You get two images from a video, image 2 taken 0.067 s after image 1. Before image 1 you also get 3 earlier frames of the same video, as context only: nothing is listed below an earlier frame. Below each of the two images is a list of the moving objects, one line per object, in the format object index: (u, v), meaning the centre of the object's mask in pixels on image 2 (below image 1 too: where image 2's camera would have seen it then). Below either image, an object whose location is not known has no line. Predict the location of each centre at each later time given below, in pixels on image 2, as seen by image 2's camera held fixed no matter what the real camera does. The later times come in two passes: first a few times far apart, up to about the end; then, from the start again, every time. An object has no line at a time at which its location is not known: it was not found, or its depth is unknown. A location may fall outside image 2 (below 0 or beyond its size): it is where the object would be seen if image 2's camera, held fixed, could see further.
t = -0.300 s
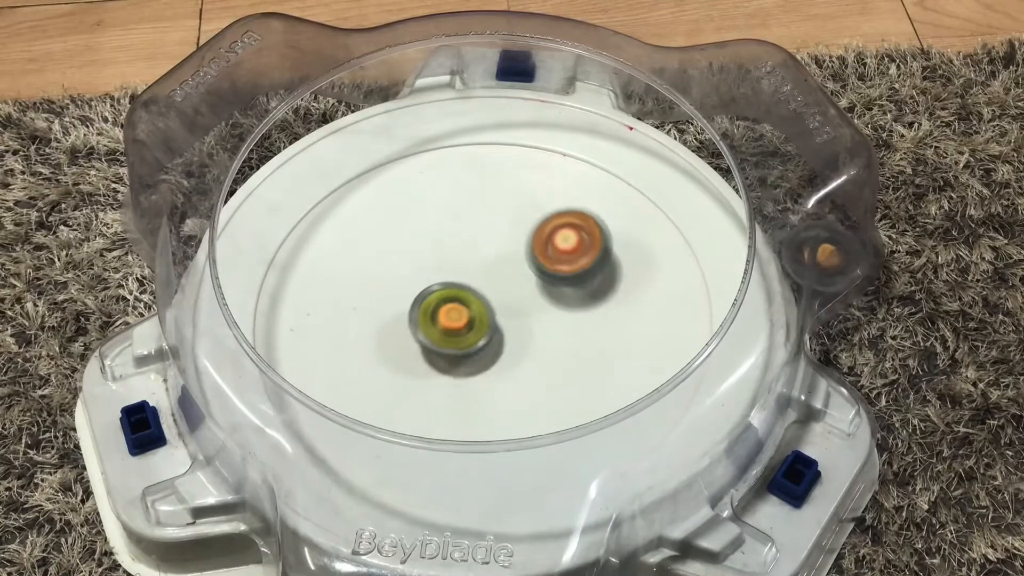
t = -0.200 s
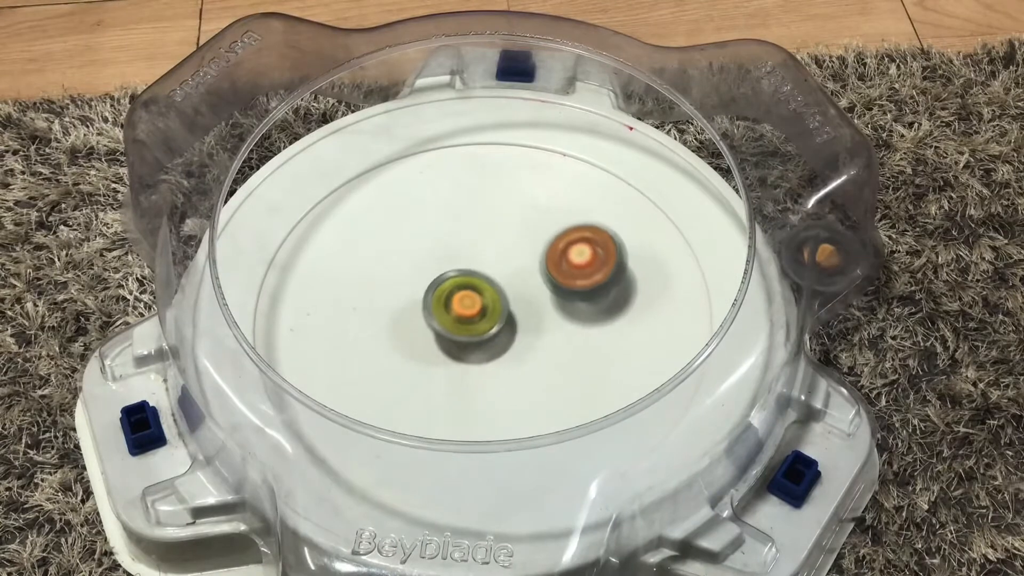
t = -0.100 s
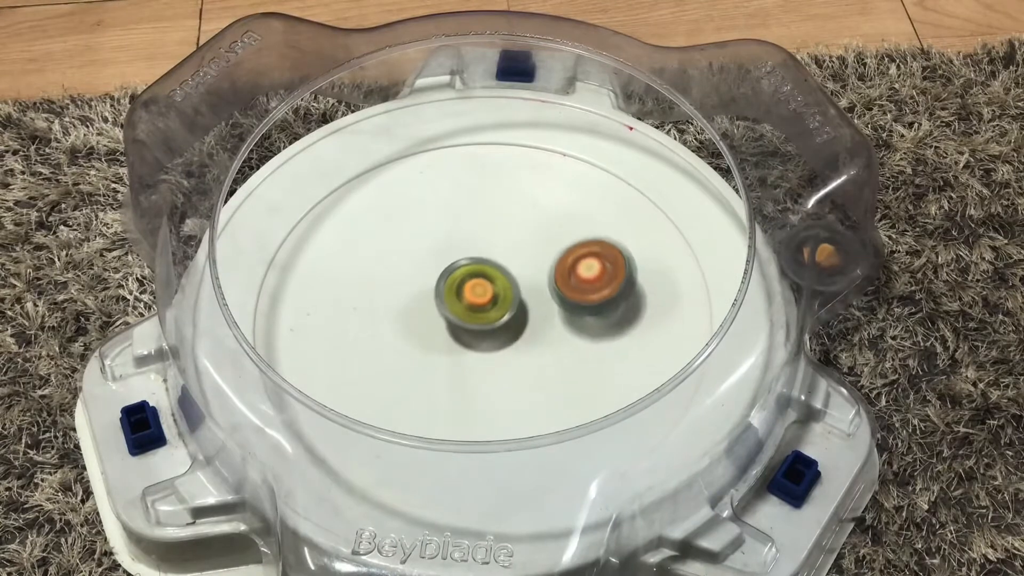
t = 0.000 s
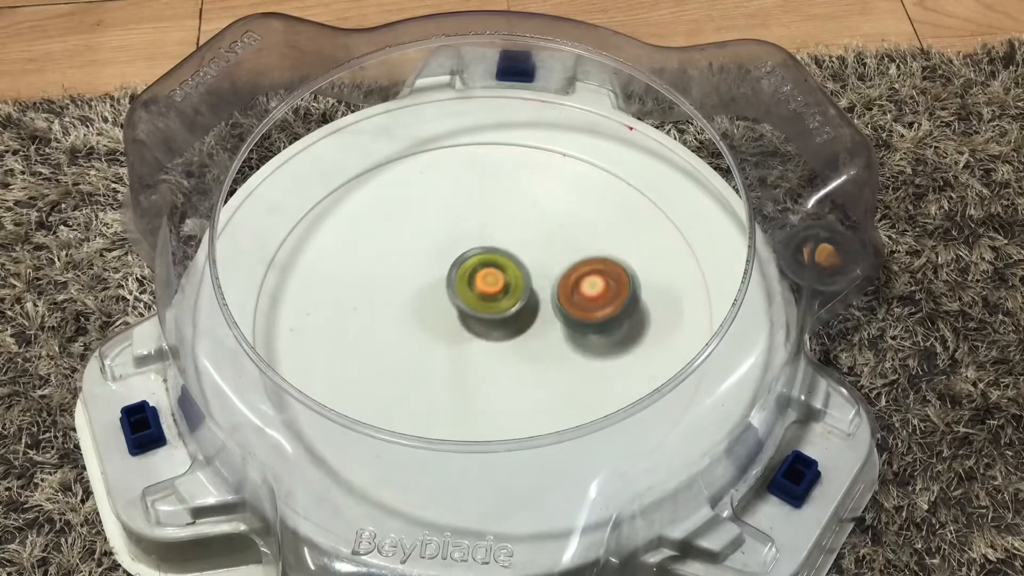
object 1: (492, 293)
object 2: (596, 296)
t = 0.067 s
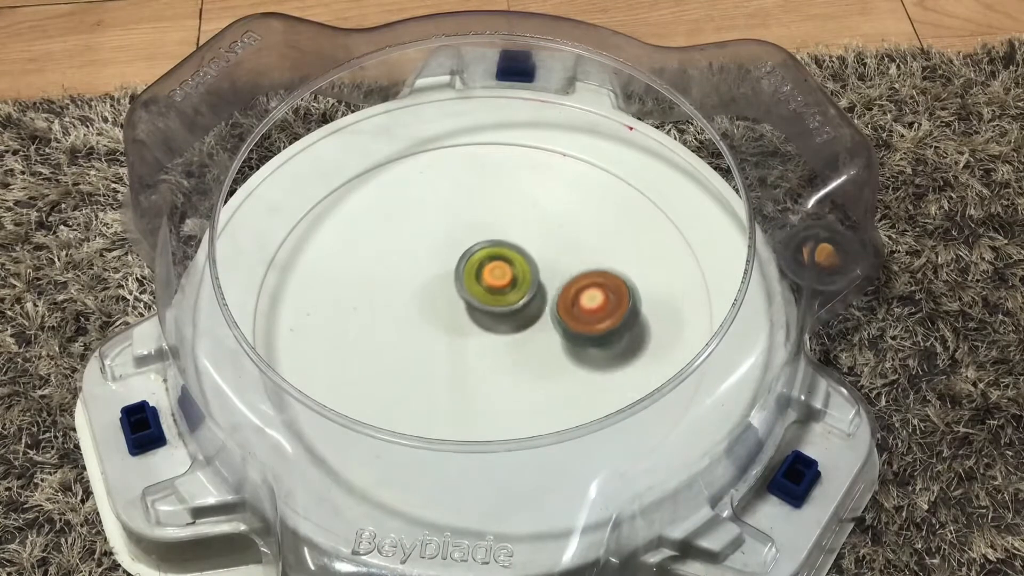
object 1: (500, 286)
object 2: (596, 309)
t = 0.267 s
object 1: (520, 269)
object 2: (599, 341)
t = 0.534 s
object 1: (540, 254)
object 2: (582, 356)
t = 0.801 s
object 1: (548, 253)
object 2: (519, 392)
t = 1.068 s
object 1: (545, 267)
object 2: (471, 406)
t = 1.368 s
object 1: (531, 301)
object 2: (428, 384)
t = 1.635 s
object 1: (513, 335)
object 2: (377, 352)
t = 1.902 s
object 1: (493, 364)
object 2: (370, 319)
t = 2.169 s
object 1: (472, 379)
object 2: (380, 267)
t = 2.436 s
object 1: (449, 382)
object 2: (390, 239)
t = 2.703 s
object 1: (433, 376)
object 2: (432, 229)
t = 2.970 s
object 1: (430, 361)
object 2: (502, 222)
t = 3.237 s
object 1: (437, 336)
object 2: (537, 222)
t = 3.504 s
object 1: (451, 308)
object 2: (550, 242)
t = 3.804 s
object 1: (472, 282)
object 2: (575, 307)
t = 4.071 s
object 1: (493, 271)
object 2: (586, 348)
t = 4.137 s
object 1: (499, 270)
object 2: (585, 352)
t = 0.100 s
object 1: (503, 283)
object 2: (595, 315)
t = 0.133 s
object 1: (507, 280)
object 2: (595, 321)
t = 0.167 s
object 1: (511, 277)
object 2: (596, 327)
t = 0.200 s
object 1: (514, 274)
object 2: (597, 333)
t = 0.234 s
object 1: (517, 271)
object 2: (598, 338)
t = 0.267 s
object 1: (520, 269)
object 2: (599, 341)
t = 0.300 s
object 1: (523, 266)
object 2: (599, 343)
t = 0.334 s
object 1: (526, 264)
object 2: (598, 345)
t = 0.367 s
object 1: (529, 262)
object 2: (597, 346)
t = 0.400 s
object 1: (531, 260)
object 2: (595, 347)
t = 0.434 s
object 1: (533, 258)
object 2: (593, 348)
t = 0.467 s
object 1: (536, 257)
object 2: (590, 349)
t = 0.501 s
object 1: (538, 255)
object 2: (587, 353)
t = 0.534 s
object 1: (540, 254)
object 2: (582, 356)
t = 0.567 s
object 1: (541, 253)
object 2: (576, 360)
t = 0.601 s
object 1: (543, 252)
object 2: (570, 365)
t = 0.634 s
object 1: (544, 251)
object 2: (562, 369)
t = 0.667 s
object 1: (546, 251)
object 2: (554, 374)
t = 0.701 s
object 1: (547, 251)
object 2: (545, 379)
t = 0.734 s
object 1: (547, 251)
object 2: (537, 383)
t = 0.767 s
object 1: (548, 252)
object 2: (528, 388)
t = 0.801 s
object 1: (548, 253)
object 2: (519, 392)
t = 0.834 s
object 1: (548, 253)
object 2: (511, 395)
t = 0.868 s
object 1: (548, 255)
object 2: (503, 399)
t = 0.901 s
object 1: (548, 256)
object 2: (496, 401)
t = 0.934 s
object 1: (548, 258)
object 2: (489, 403)
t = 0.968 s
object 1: (547, 260)
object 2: (484, 404)
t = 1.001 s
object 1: (546, 262)
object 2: (479, 405)
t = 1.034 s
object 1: (546, 265)
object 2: (475, 406)
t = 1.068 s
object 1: (545, 267)
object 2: (471, 406)
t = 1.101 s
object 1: (544, 270)
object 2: (468, 405)
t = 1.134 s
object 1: (542, 273)
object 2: (464, 404)
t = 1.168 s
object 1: (541, 277)
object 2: (459, 403)
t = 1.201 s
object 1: (539, 280)
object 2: (455, 401)
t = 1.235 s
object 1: (538, 284)
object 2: (449, 399)
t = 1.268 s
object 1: (536, 288)
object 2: (445, 396)
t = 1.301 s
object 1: (535, 292)
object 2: (439, 392)
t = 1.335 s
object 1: (533, 296)
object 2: (434, 388)
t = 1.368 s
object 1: (531, 301)
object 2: (428, 384)
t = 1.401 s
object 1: (529, 305)
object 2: (421, 381)
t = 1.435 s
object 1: (527, 309)
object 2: (415, 376)
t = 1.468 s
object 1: (524, 313)
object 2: (406, 373)
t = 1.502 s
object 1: (522, 318)
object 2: (399, 368)
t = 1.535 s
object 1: (520, 322)
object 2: (391, 364)
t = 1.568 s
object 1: (518, 327)
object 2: (385, 360)
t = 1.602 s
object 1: (515, 331)
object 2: (380, 355)
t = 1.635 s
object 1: (513, 335)
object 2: (377, 352)
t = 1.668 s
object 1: (511, 339)
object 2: (374, 348)
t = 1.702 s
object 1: (508, 343)
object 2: (371, 344)
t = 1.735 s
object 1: (506, 347)
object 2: (370, 340)
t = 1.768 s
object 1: (503, 351)
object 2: (369, 337)
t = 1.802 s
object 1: (501, 354)
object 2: (369, 333)
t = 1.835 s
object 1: (498, 358)
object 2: (369, 329)
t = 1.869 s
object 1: (495, 361)
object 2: (370, 325)
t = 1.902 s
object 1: (493, 364)
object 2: (370, 319)
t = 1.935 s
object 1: (490, 366)
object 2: (371, 313)
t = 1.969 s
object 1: (487, 369)
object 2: (372, 307)
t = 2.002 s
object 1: (485, 371)
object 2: (373, 299)
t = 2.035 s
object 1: (483, 373)
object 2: (375, 292)
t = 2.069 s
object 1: (480, 375)
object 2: (376, 285)
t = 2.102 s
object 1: (477, 377)
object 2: (378, 279)
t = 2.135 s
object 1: (475, 378)
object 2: (379, 272)
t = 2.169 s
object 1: (472, 379)
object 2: (380, 267)
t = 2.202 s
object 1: (469, 380)
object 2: (381, 262)
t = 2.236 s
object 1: (467, 381)
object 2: (382, 257)
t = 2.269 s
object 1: (464, 382)
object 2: (382, 252)
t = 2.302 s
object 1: (461, 382)
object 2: (383, 249)
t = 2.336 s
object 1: (458, 382)
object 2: (385, 246)
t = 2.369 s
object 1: (455, 382)
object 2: (386, 244)
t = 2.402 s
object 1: (452, 382)
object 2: (388, 241)
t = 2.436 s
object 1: (449, 382)
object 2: (390, 239)
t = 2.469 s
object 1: (447, 382)
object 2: (393, 237)
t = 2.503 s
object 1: (444, 382)
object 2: (396, 235)
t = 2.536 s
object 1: (442, 381)
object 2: (400, 234)
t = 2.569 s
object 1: (440, 380)
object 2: (404, 232)
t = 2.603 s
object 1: (438, 380)
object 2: (410, 231)
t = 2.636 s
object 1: (436, 379)
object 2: (417, 231)
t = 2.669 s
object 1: (434, 377)
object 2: (424, 230)
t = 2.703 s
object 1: (433, 376)
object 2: (432, 229)
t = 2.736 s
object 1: (432, 375)
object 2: (440, 228)
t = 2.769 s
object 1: (431, 373)
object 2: (448, 228)
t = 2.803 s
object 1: (430, 372)
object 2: (457, 227)
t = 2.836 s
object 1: (430, 370)
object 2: (467, 226)
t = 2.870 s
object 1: (429, 368)
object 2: (476, 225)
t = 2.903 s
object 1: (430, 366)
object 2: (485, 224)
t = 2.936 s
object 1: (430, 364)
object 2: (494, 223)
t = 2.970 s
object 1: (430, 361)
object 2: (502, 222)
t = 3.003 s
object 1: (430, 359)
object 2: (509, 221)
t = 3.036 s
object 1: (431, 356)
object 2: (514, 221)
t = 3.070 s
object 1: (431, 353)
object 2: (519, 222)
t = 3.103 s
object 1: (432, 349)
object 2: (524, 221)
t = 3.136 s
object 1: (433, 346)
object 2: (529, 221)
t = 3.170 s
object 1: (435, 343)
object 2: (532, 221)
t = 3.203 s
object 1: (436, 339)
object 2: (535, 221)
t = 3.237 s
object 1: (437, 336)
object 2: (537, 222)
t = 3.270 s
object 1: (438, 332)
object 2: (539, 223)
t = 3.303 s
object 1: (440, 328)
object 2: (541, 224)
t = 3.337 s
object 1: (441, 325)
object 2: (543, 226)
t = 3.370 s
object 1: (444, 322)
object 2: (545, 228)
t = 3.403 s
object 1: (446, 318)
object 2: (546, 231)
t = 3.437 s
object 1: (447, 315)
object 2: (547, 234)
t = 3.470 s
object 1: (450, 311)
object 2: (548, 237)
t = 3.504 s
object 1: (451, 308)
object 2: (550, 242)
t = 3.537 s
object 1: (454, 305)
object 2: (552, 247)
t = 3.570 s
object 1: (456, 302)
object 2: (554, 253)
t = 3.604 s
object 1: (458, 299)
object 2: (555, 260)
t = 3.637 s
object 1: (460, 295)
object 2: (557, 267)
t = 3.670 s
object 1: (463, 293)
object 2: (560, 274)
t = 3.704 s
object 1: (465, 290)
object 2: (563, 282)
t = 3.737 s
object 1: (467, 287)
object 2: (568, 291)
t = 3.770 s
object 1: (470, 285)
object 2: (572, 299)
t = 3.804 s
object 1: (472, 282)
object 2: (575, 307)
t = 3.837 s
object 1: (475, 280)
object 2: (578, 316)
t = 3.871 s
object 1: (477, 278)
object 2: (580, 324)
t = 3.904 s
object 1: (480, 277)
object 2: (582, 329)
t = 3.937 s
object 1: (482, 275)
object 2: (584, 335)
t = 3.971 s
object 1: (485, 274)
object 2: (585, 339)
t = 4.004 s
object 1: (488, 273)
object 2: (586, 342)
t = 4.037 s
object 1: (491, 272)
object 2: (586, 346)
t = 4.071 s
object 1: (493, 271)
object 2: (586, 348)
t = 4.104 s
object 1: (496, 271)
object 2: (586, 350)
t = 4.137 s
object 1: (499, 270)
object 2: (585, 352)
